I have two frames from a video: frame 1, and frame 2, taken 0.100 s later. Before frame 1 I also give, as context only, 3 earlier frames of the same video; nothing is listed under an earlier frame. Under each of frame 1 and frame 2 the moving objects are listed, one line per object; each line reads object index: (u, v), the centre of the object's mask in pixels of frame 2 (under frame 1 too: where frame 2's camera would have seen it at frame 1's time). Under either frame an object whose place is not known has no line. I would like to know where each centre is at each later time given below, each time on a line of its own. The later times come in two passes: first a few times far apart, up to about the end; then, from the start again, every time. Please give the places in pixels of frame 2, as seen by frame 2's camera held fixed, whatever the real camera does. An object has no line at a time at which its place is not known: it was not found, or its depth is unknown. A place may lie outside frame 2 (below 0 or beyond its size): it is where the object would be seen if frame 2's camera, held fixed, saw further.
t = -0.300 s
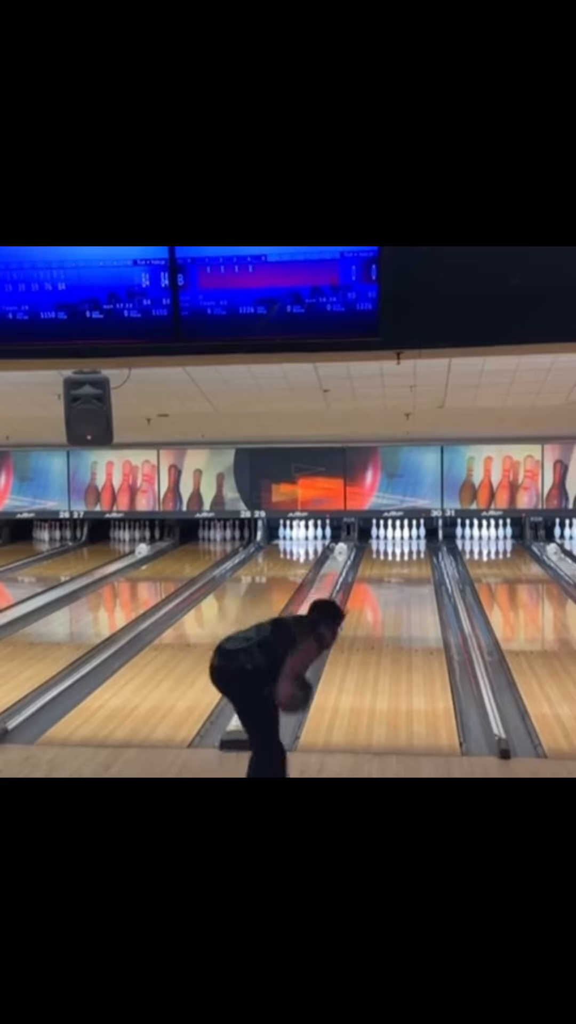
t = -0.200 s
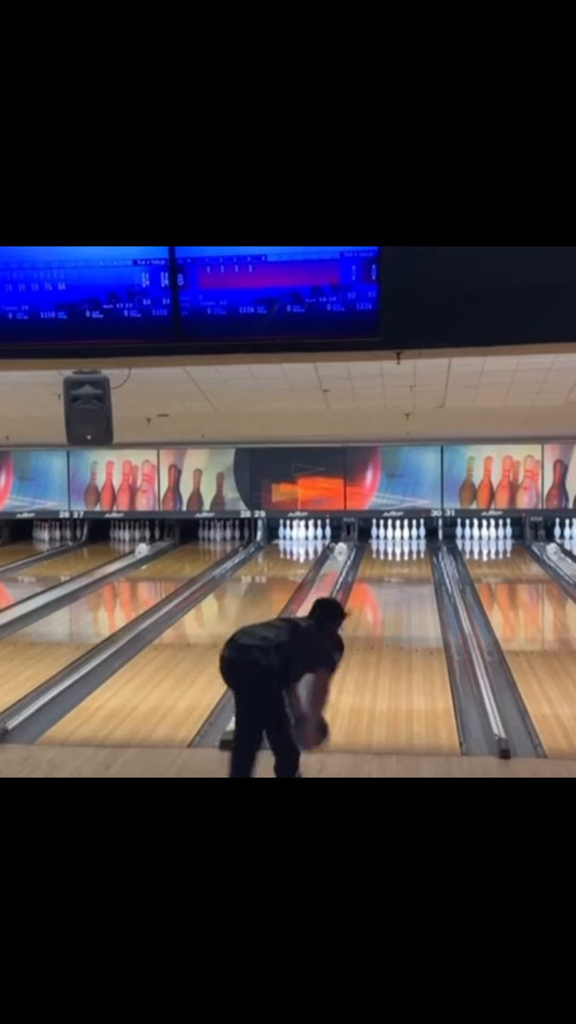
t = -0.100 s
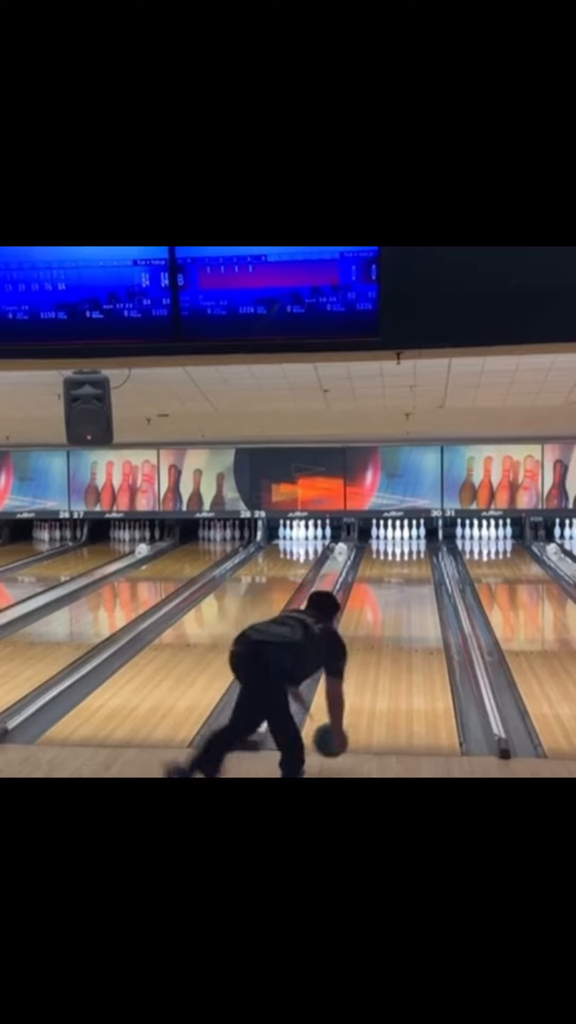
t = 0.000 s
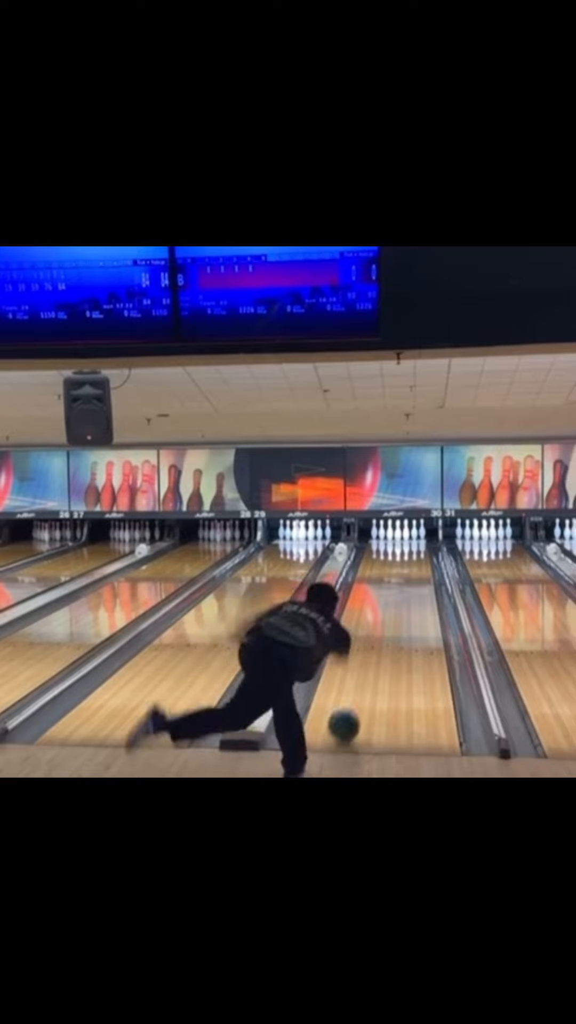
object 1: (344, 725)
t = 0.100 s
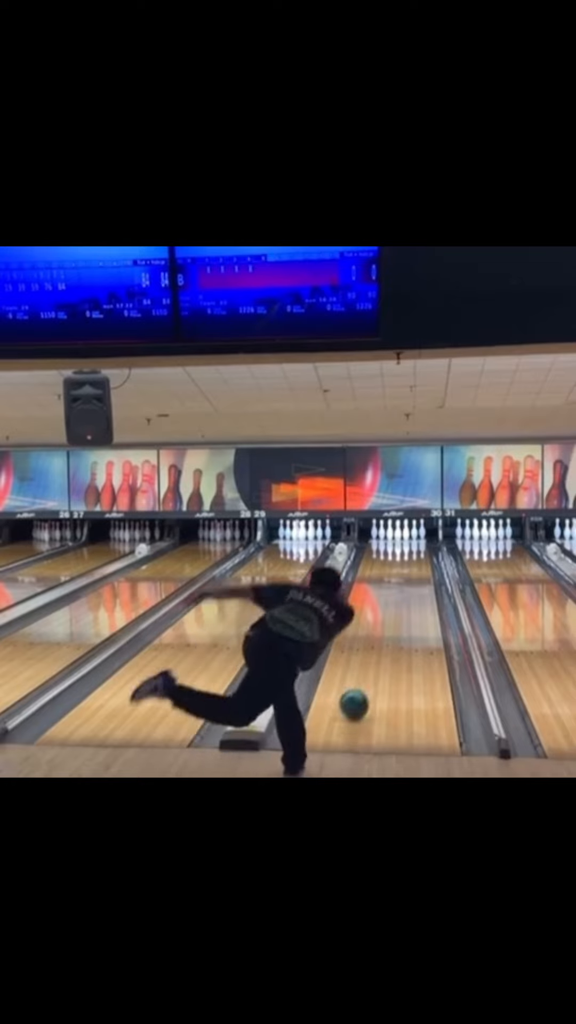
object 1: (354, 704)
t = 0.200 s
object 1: (363, 684)
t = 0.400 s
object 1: (376, 653)
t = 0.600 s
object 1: (387, 629)
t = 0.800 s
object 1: (396, 610)
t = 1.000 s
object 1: (402, 594)
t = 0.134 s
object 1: (357, 697)
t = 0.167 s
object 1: (360, 691)
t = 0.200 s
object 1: (363, 684)
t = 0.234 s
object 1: (365, 679)
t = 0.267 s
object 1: (368, 674)
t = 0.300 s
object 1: (370, 668)
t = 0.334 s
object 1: (372, 663)
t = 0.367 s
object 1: (374, 658)
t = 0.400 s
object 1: (376, 653)
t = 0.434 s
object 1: (378, 649)
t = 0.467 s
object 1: (380, 645)
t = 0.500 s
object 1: (382, 641)
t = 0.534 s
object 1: (384, 636)
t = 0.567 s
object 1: (385, 633)
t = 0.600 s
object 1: (387, 629)
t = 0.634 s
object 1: (389, 626)
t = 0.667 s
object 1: (390, 623)
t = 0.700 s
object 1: (392, 620)
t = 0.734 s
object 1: (393, 616)
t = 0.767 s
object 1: (394, 613)
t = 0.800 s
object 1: (396, 610)
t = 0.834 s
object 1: (397, 607)
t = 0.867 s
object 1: (398, 604)
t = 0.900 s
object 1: (399, 602)
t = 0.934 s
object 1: (400, 599)
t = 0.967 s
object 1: (401, 597)
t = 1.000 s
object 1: (402, 594)
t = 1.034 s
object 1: (403, 592)
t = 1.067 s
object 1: (404, 590)
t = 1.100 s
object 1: (404, 588)
